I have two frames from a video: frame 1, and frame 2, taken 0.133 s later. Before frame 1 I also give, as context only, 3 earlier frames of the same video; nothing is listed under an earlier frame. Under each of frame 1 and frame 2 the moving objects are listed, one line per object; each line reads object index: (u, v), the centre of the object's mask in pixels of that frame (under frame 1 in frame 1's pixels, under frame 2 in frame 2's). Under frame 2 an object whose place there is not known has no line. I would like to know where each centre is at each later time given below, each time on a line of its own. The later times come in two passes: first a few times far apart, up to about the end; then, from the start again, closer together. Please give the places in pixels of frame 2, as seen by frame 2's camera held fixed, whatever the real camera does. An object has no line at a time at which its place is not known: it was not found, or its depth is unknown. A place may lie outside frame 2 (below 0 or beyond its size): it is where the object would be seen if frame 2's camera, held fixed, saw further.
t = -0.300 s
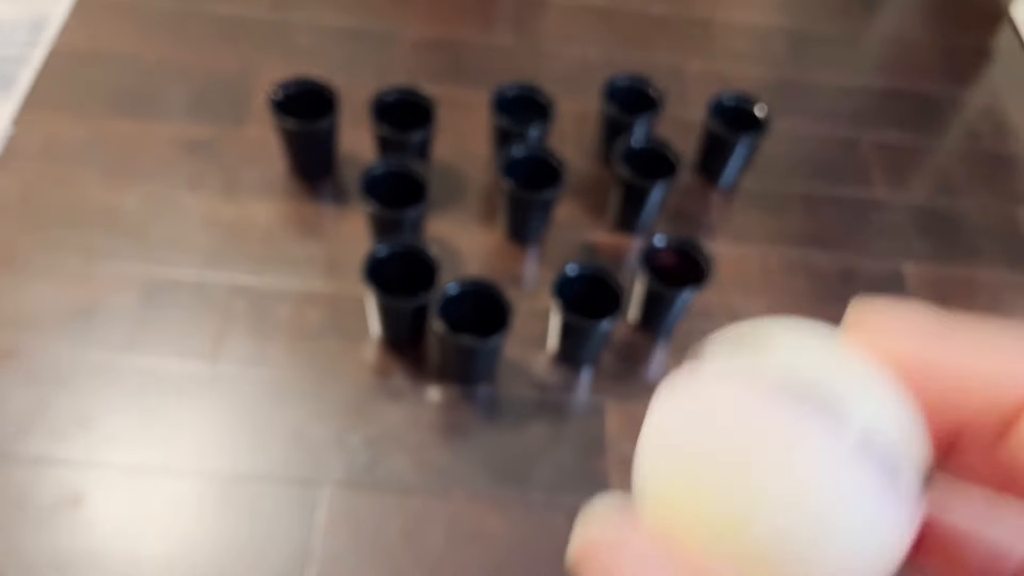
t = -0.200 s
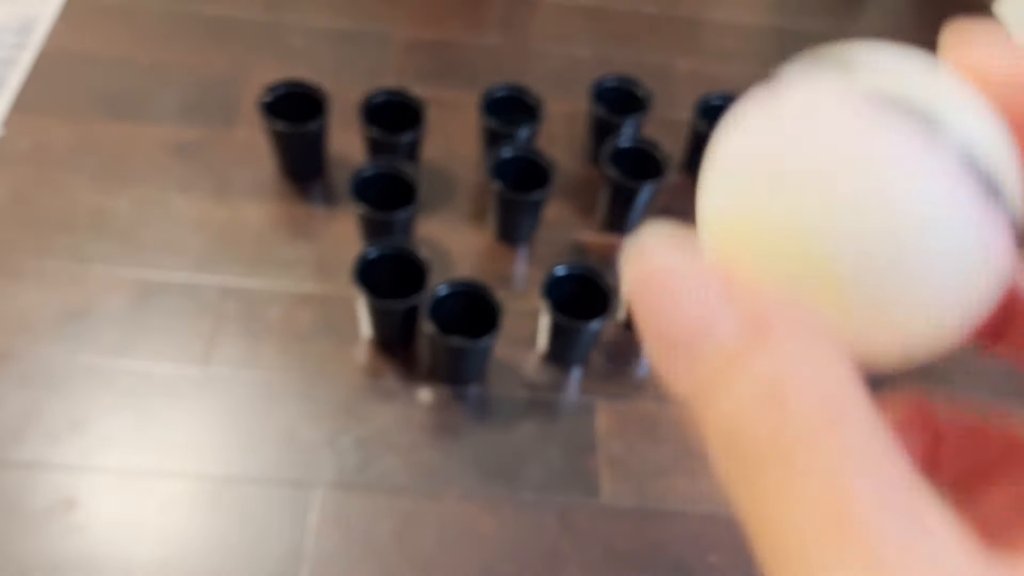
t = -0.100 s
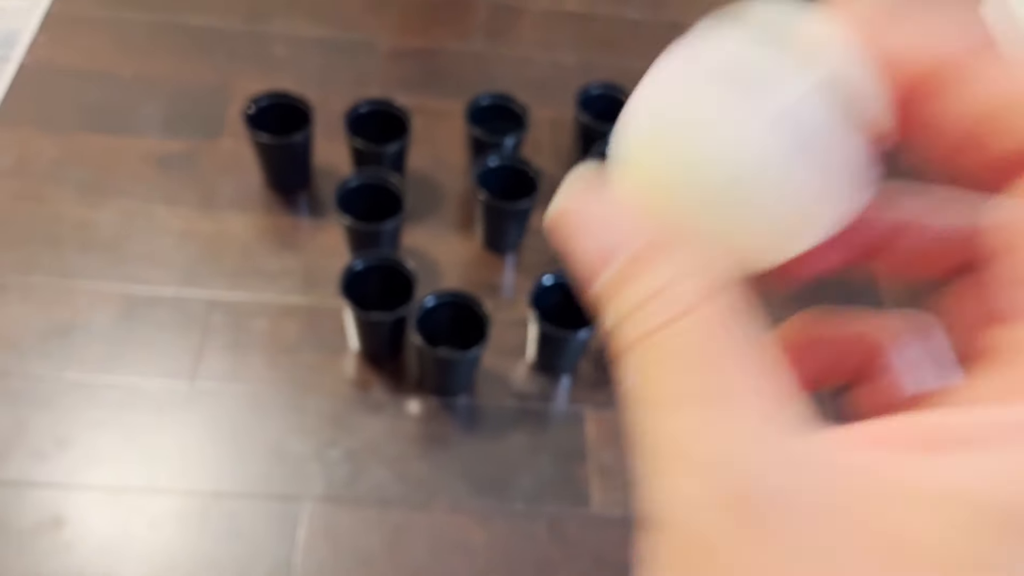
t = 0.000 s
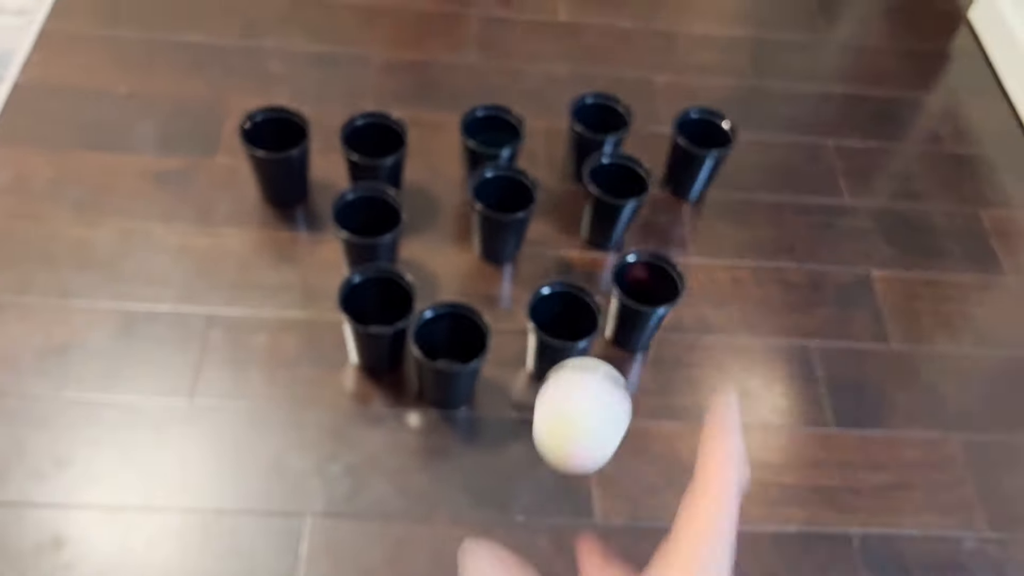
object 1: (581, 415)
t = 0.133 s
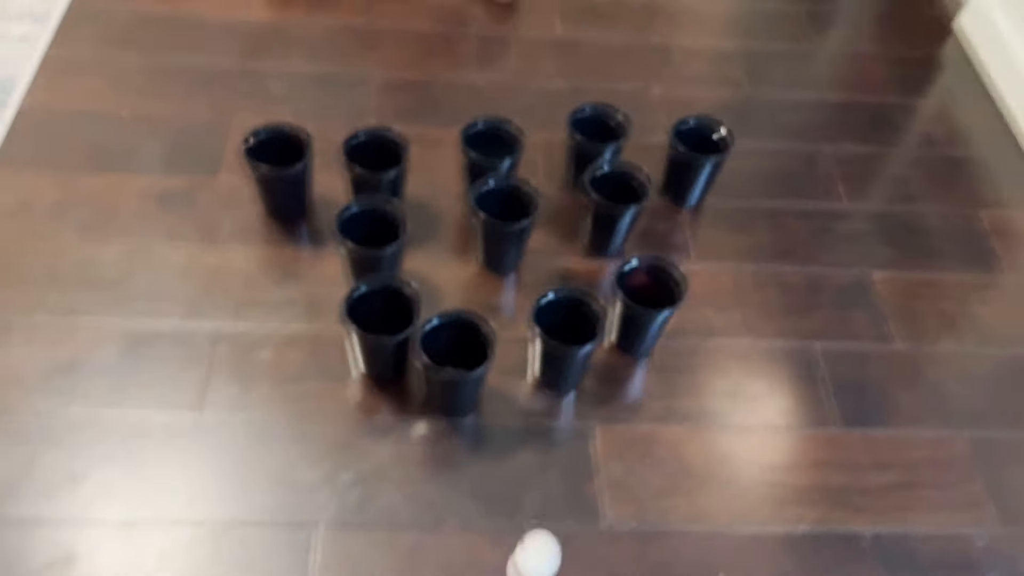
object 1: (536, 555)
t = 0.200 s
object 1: (549, 482)
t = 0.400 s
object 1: (643, 50)
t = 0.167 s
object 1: (534, 547)
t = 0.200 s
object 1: (549, 482)
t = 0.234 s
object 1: (566, 407)
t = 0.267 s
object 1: (584, 331)
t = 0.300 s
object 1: (600, 255)
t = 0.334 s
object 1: (617, 180)
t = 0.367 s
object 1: (631, 109)
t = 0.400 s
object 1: (643, 50)
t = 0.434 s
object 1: (655, 5)
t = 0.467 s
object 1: (662, -18)
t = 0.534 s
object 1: (669, -39)
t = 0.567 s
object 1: (665, -37)
